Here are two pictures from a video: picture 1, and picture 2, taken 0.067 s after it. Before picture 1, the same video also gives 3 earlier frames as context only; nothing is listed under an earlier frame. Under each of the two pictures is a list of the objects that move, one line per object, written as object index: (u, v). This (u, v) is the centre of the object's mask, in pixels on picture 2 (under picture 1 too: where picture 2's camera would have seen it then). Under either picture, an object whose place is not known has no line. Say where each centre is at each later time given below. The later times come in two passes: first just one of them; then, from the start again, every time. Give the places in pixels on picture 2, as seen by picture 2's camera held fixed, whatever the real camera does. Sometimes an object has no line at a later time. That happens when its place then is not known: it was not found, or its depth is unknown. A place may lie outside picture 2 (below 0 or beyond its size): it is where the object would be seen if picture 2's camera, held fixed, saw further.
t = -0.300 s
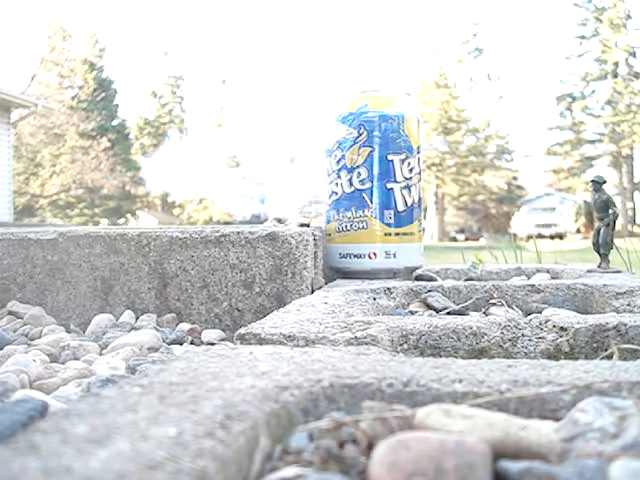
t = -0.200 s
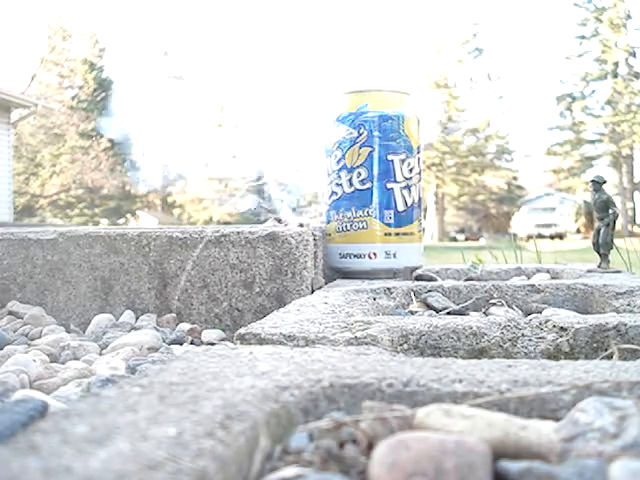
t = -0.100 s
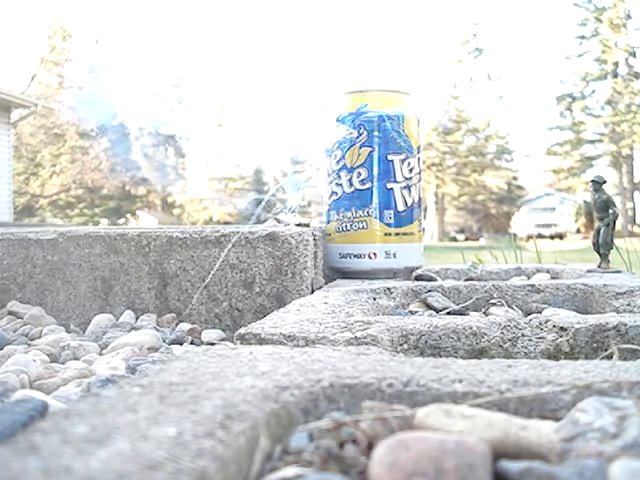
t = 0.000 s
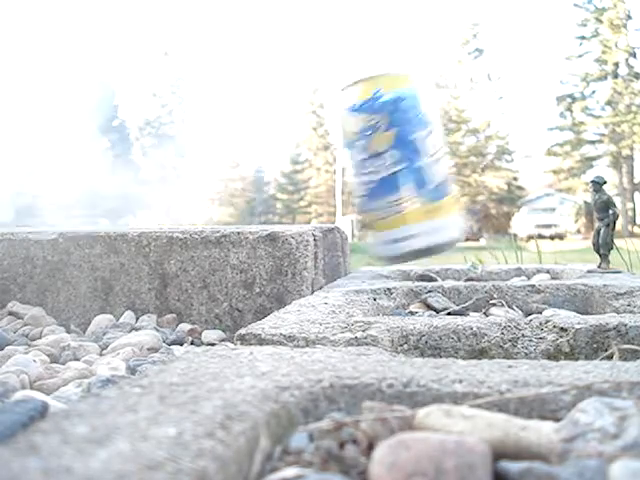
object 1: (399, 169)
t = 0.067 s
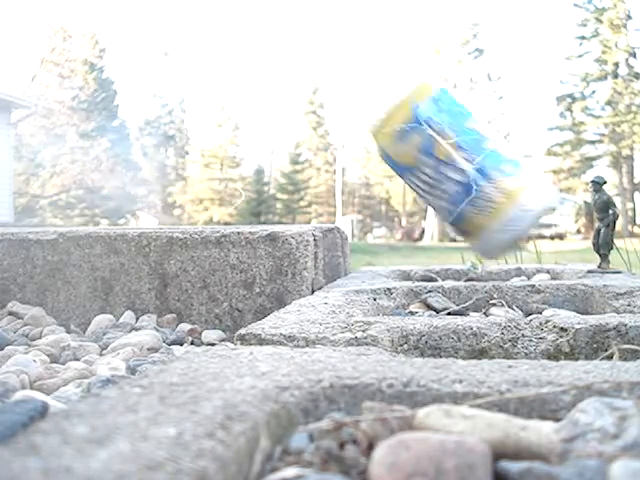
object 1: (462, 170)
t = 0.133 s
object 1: (505, 207)
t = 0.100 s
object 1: (497, 193)
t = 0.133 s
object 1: (505, 207)
